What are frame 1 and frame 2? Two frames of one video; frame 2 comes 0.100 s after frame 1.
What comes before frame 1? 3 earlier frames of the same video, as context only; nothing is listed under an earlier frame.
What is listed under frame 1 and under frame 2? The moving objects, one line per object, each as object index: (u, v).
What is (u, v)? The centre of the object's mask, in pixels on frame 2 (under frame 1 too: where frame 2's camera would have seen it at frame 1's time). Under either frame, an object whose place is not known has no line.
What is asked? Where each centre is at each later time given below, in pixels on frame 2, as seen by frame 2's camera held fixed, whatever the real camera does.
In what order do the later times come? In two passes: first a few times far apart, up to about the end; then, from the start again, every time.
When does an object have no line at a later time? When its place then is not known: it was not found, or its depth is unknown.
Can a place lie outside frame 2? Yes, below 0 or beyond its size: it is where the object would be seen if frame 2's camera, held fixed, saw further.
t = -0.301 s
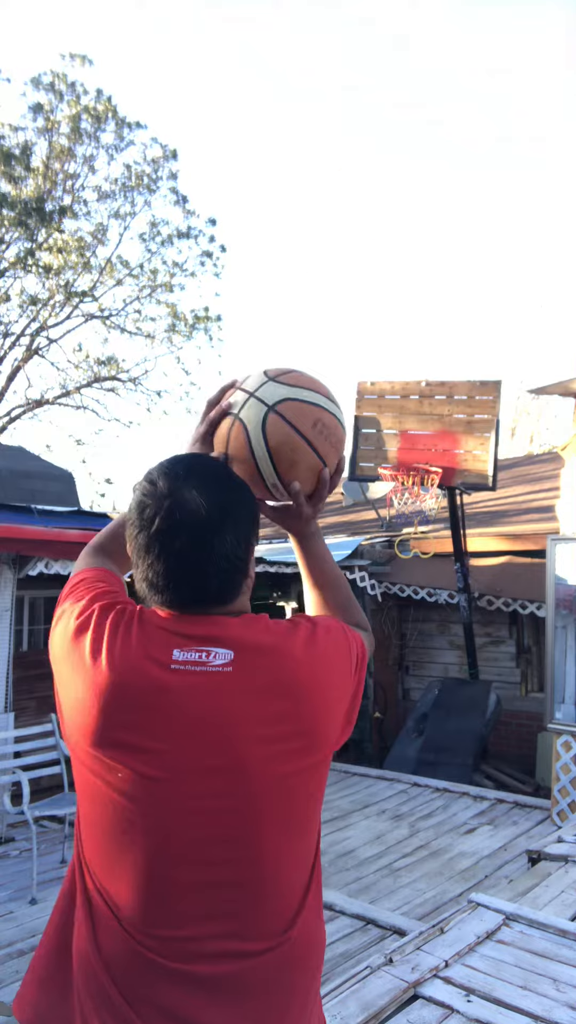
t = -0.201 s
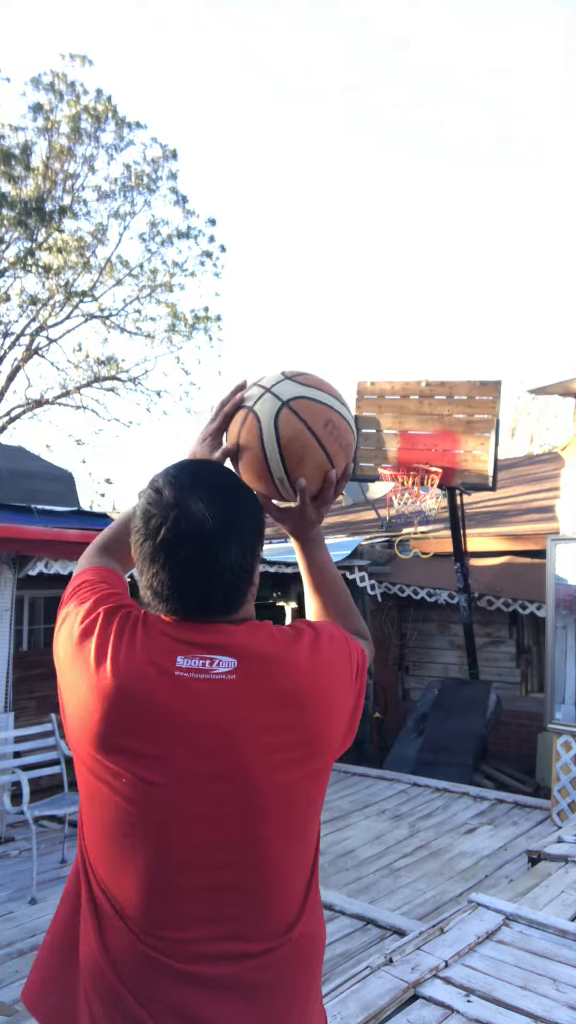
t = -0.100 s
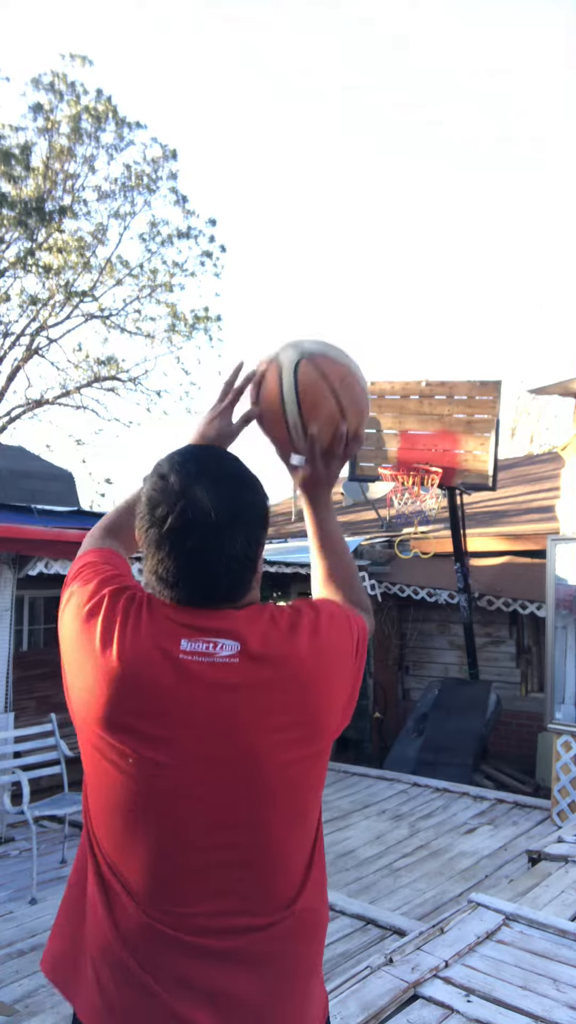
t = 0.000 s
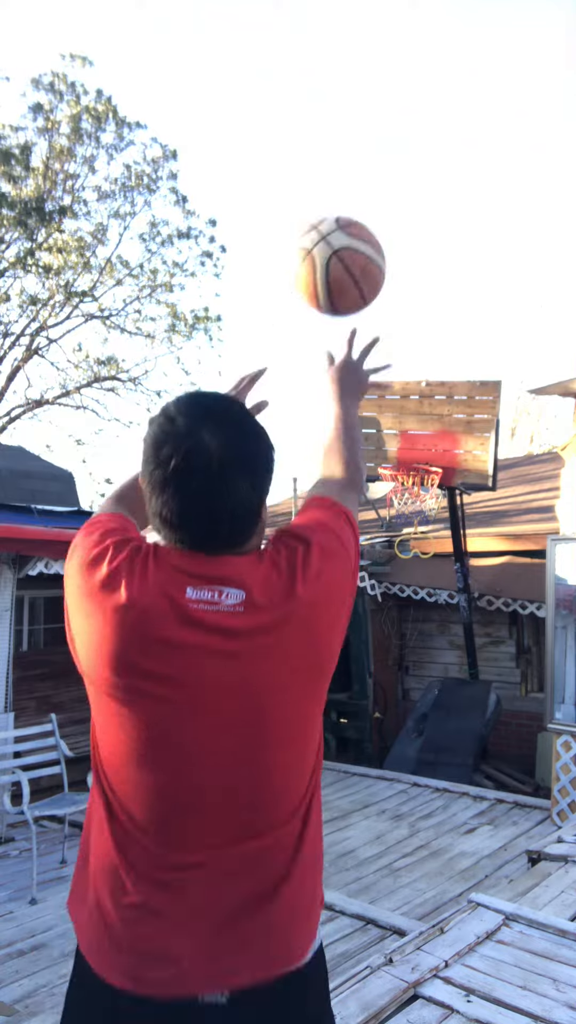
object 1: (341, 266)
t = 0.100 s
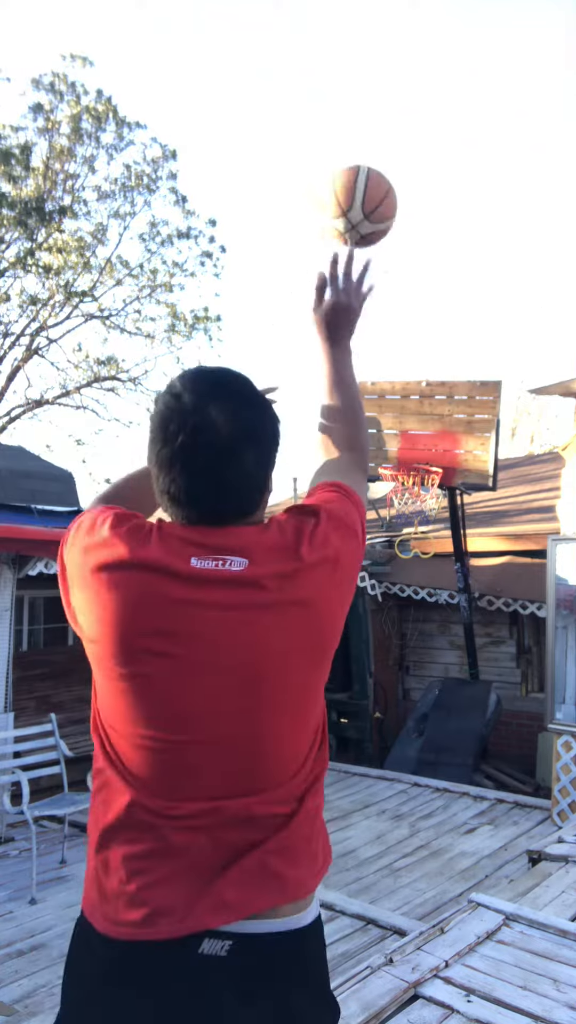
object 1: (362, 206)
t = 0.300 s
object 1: (383, 204)
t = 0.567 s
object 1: (407, 308)
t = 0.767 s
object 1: (411, 418)
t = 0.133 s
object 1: (366, 198)
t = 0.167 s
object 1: (373, 194)
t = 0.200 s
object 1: (371, 193)
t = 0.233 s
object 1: (379, 194)
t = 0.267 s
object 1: (383, 203)
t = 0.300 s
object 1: (383, 204)
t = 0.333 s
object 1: (391, 212)
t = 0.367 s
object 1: (390, 226)
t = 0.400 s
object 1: (397, 234)
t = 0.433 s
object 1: (397, 246)
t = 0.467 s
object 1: (401, 262)
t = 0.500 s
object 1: (402, 277)
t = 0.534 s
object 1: (406, 291)
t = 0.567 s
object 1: (407, 308)
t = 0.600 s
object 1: (409, 325)
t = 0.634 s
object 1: (410, 342)
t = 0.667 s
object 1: (412, 361)
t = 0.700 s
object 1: (412, 381)
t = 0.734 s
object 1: (408, 399)
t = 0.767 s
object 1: (411, 418)
